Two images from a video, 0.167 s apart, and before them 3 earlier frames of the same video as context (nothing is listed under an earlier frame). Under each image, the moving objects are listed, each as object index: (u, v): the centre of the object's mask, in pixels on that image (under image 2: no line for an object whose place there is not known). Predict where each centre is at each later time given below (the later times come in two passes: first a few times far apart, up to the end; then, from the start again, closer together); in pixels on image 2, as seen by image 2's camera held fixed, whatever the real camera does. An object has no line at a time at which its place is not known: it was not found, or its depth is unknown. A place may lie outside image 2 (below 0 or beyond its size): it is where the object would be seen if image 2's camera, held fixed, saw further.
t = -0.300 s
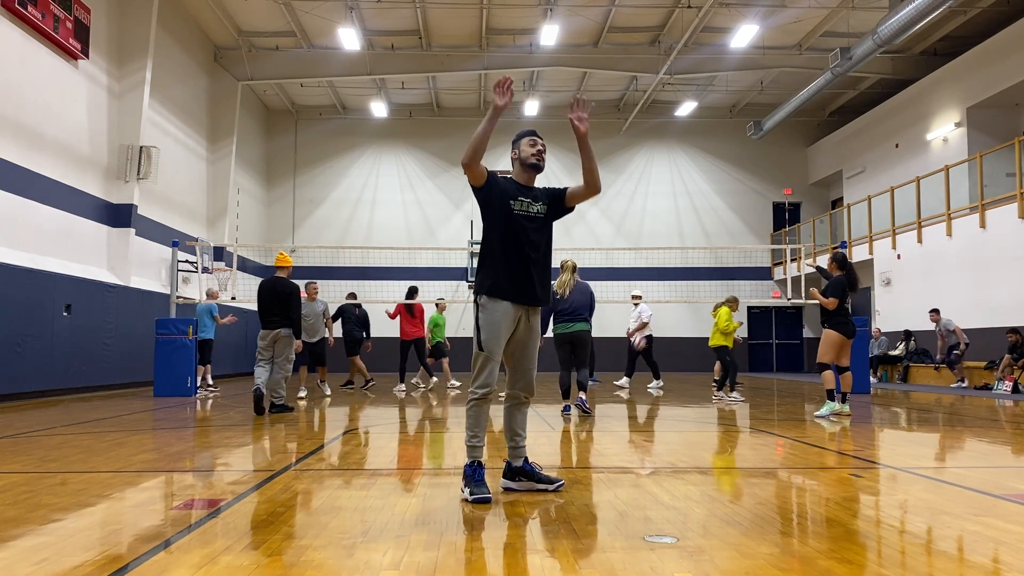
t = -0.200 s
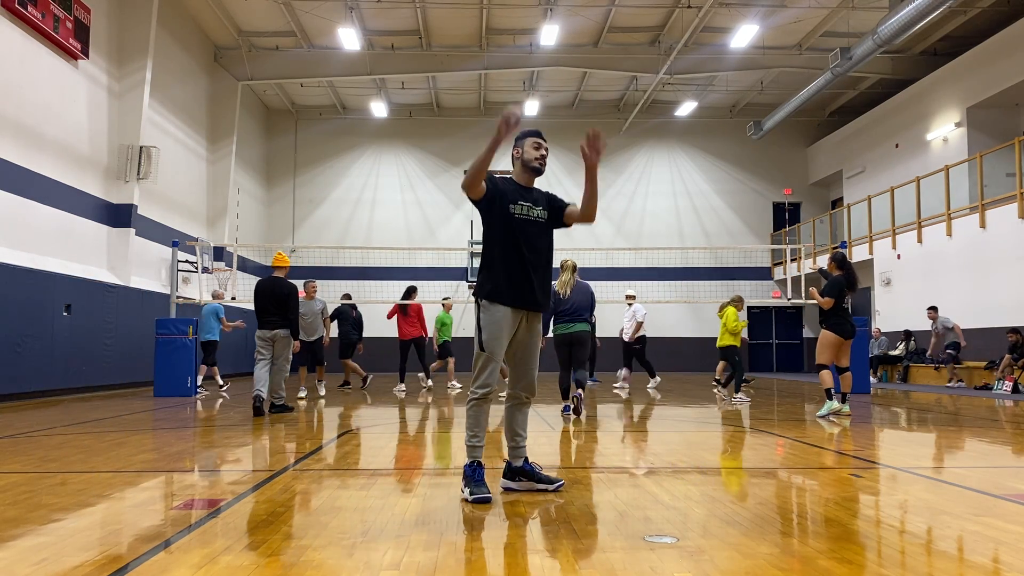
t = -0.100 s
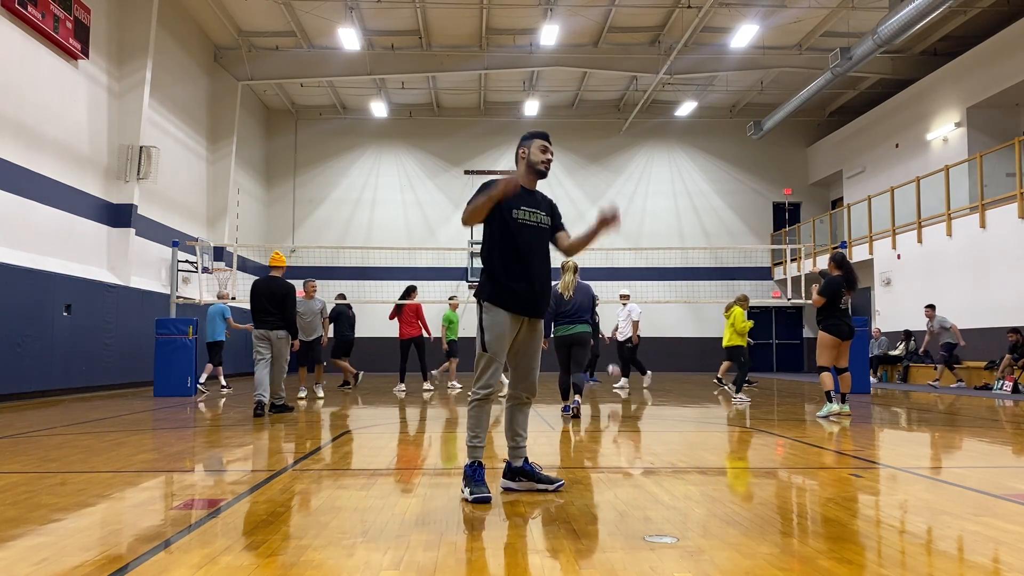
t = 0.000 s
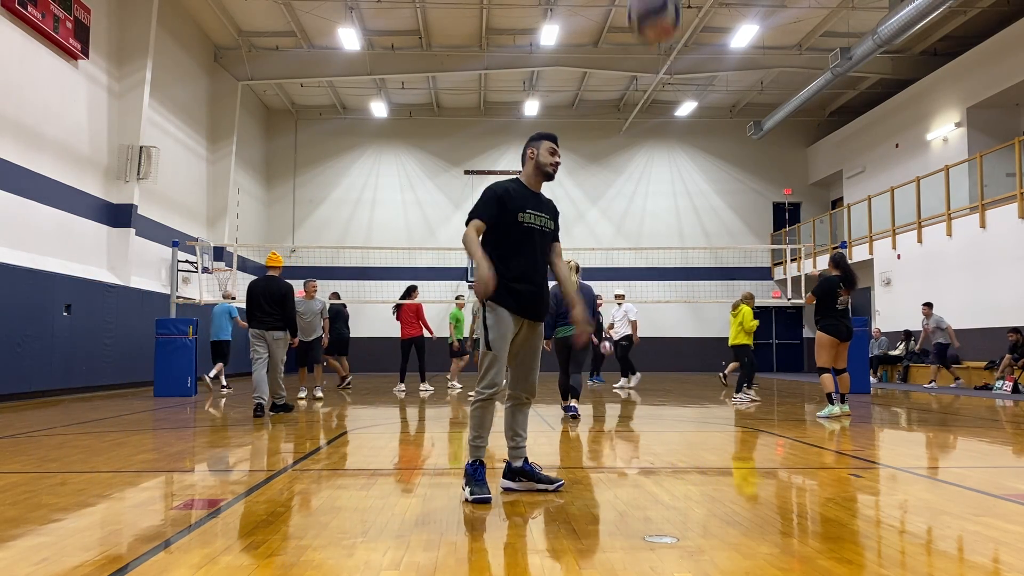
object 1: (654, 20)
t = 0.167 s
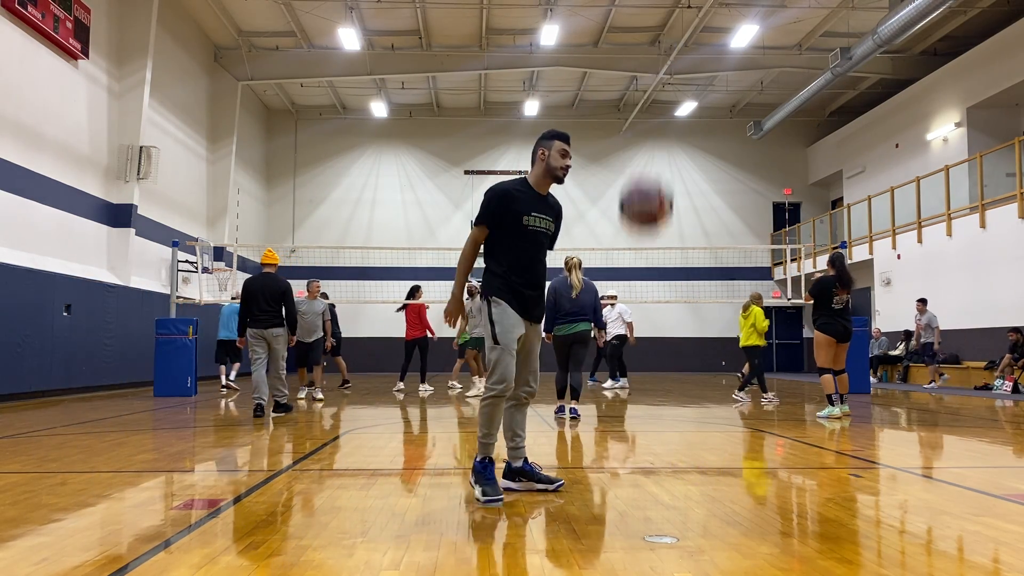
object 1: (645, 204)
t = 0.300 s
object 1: (641, 416)
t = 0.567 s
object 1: (618, 263)
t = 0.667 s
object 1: (608, 179)
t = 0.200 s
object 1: (645, 253)
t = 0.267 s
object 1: (643, 363)
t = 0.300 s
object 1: (641, 416)
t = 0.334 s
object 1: (639, 486)
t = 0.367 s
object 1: (637, 507)
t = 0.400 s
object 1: (634, 461)
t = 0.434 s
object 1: (629, 414)
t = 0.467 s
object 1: (628, 372)
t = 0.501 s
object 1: (624, 336)
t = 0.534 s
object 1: (620, 296)
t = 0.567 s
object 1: (618, 263)
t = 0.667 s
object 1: (608, 179)
